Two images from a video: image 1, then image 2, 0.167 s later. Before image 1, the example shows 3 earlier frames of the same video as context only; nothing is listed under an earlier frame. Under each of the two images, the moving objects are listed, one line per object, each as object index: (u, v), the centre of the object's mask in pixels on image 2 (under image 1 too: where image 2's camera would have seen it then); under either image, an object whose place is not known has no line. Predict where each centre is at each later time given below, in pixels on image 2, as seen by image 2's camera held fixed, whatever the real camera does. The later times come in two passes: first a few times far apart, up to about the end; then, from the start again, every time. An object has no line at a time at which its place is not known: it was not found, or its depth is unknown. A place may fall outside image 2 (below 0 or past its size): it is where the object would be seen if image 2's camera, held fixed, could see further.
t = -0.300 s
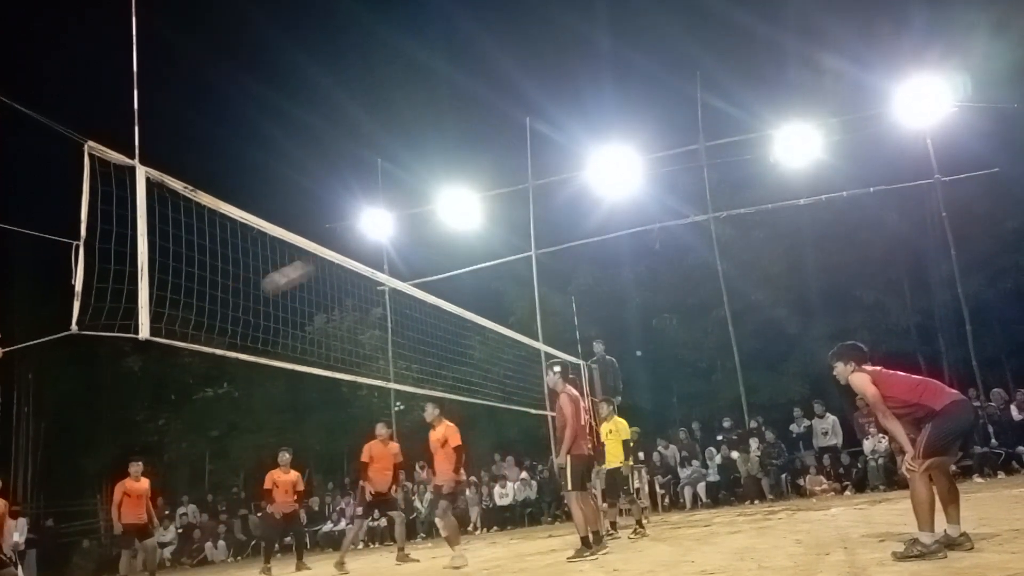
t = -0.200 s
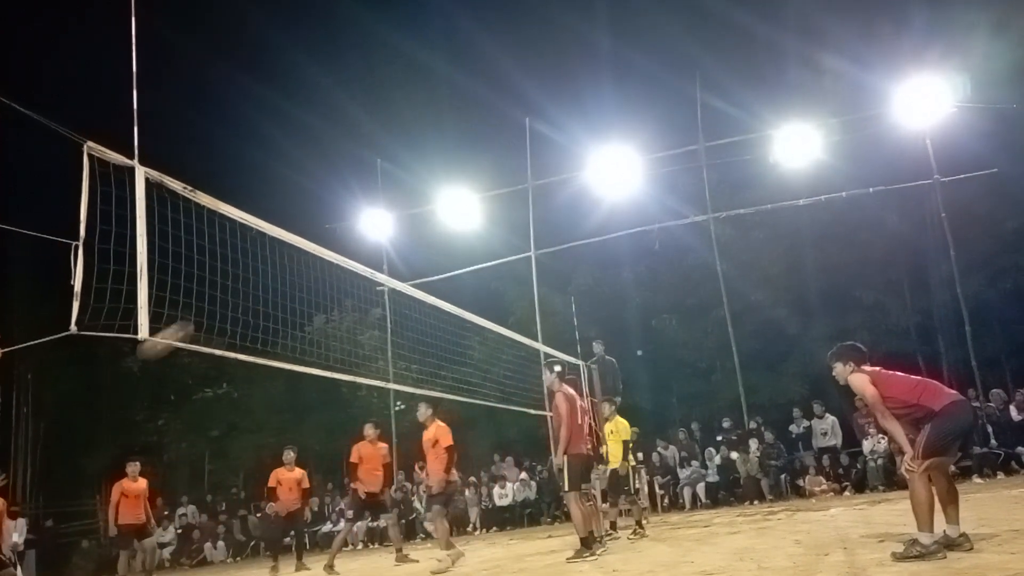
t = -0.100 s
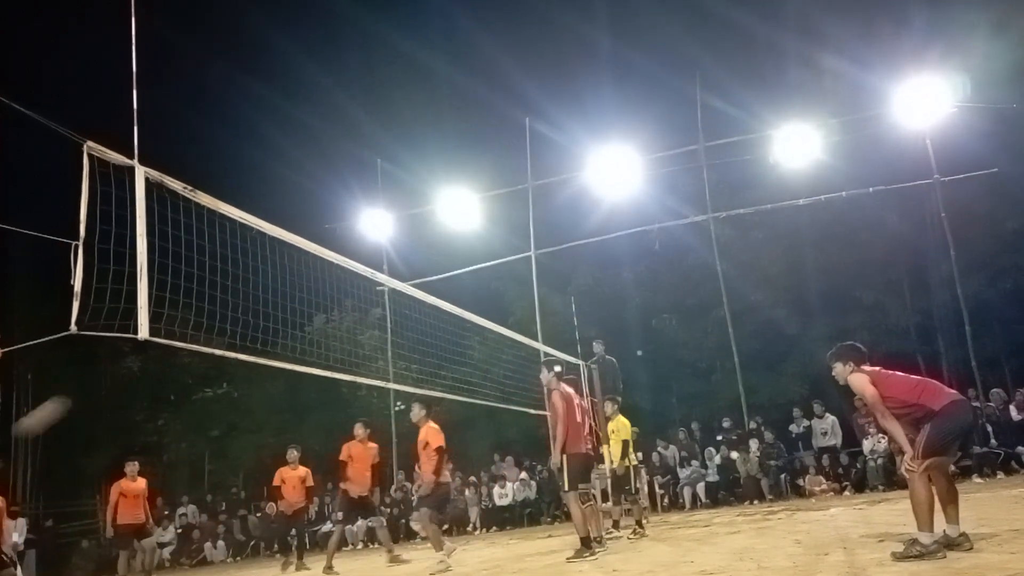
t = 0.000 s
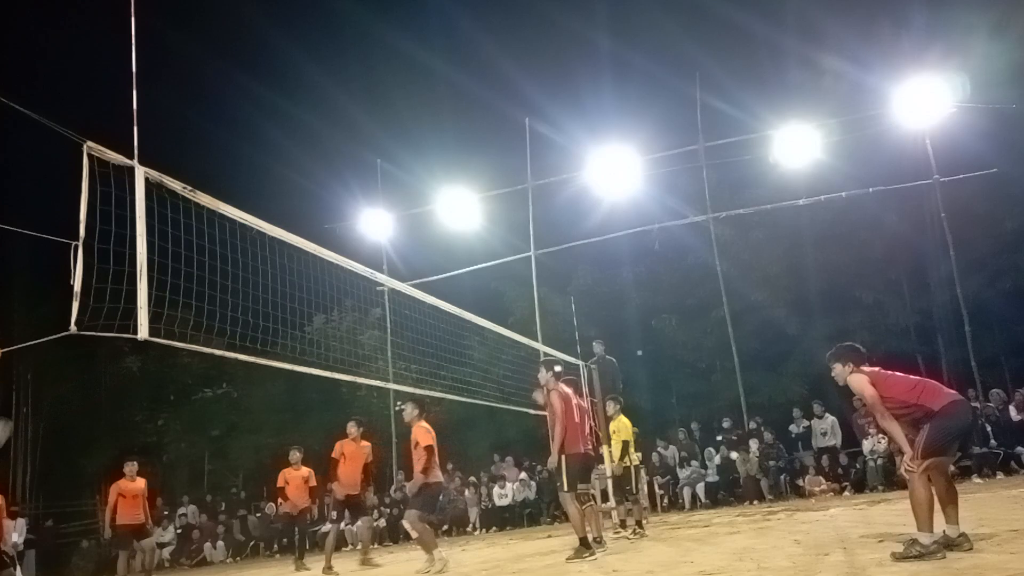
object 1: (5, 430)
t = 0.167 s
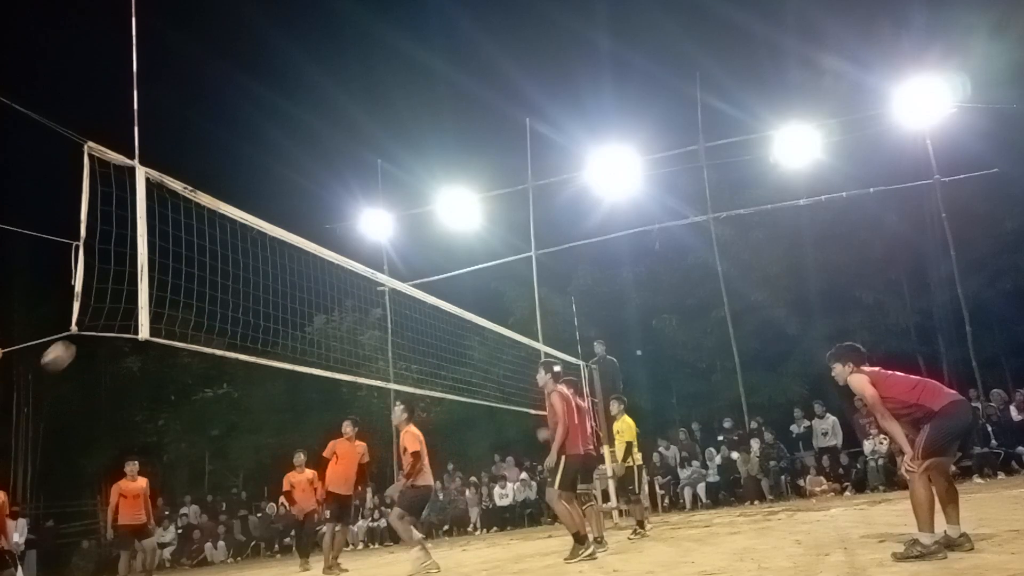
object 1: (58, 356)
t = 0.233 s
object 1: (84, 333)
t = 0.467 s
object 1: (172, 286)
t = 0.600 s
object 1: (222, 285)
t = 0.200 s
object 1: (70, 345)
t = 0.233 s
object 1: (84, 333)
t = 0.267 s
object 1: (96, 321)
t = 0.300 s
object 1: (107, 315)
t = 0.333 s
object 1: (121, 307)
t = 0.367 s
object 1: (128, 301)
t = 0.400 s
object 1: (149, 293)
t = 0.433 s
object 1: (162, 289)
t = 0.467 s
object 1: (172, 286)
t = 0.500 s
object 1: (185, 284)
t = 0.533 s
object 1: (197, 284)
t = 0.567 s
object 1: (210, 284)
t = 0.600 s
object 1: (222, 285)
